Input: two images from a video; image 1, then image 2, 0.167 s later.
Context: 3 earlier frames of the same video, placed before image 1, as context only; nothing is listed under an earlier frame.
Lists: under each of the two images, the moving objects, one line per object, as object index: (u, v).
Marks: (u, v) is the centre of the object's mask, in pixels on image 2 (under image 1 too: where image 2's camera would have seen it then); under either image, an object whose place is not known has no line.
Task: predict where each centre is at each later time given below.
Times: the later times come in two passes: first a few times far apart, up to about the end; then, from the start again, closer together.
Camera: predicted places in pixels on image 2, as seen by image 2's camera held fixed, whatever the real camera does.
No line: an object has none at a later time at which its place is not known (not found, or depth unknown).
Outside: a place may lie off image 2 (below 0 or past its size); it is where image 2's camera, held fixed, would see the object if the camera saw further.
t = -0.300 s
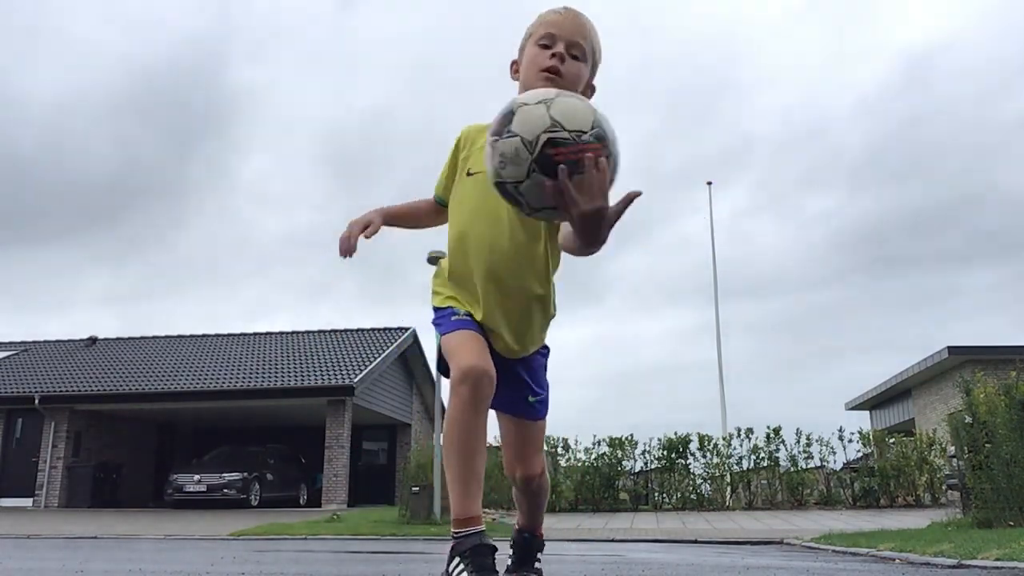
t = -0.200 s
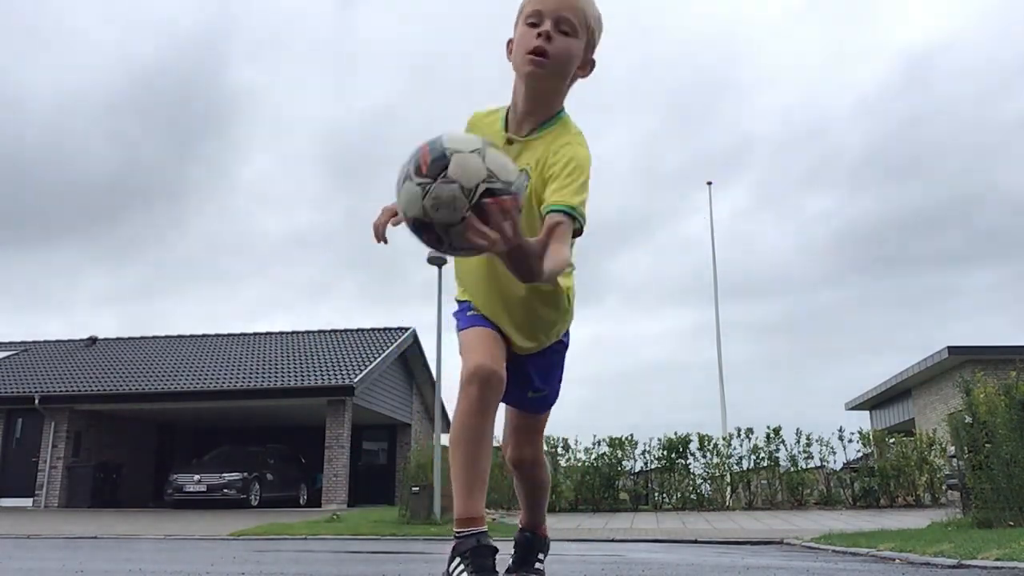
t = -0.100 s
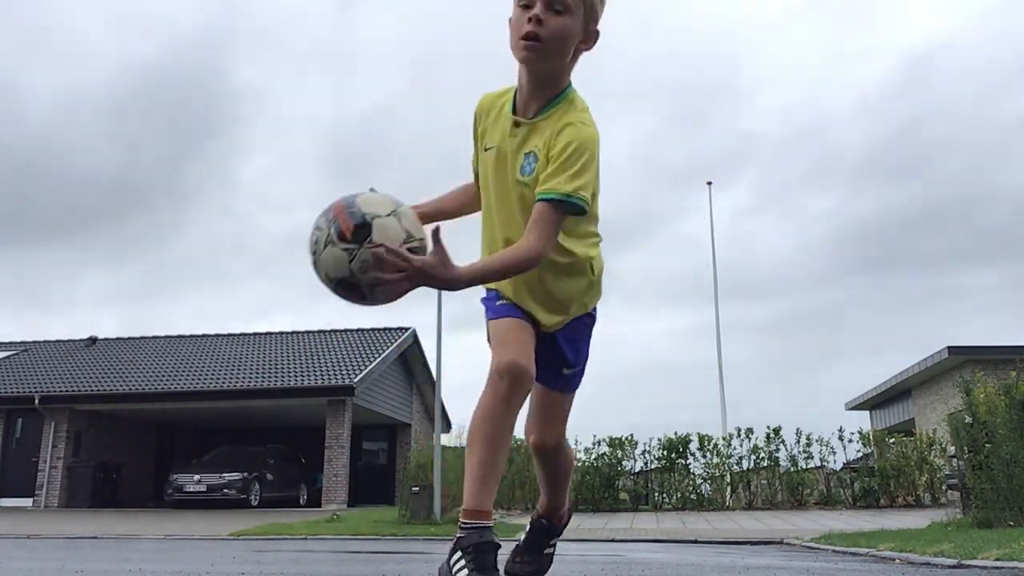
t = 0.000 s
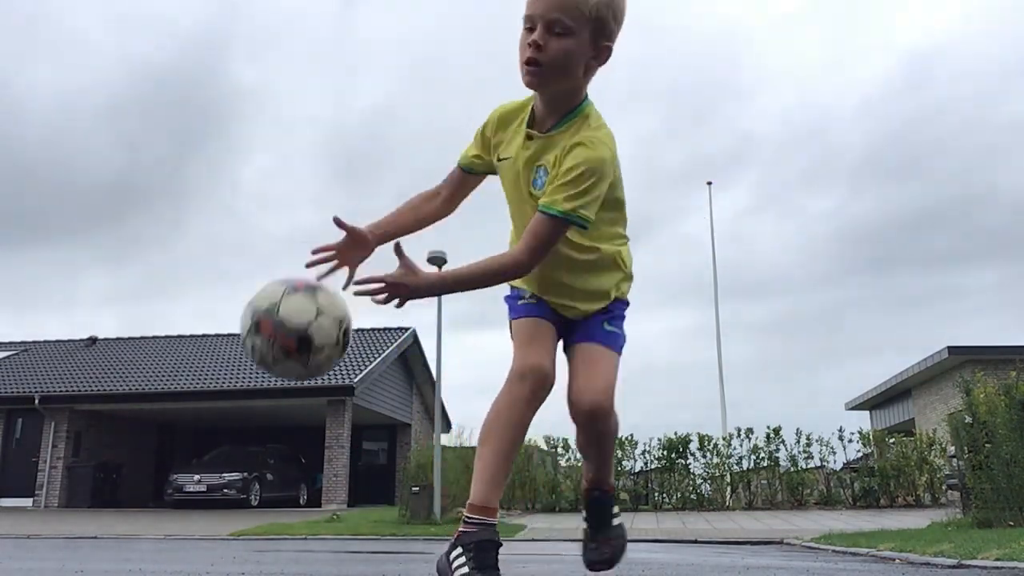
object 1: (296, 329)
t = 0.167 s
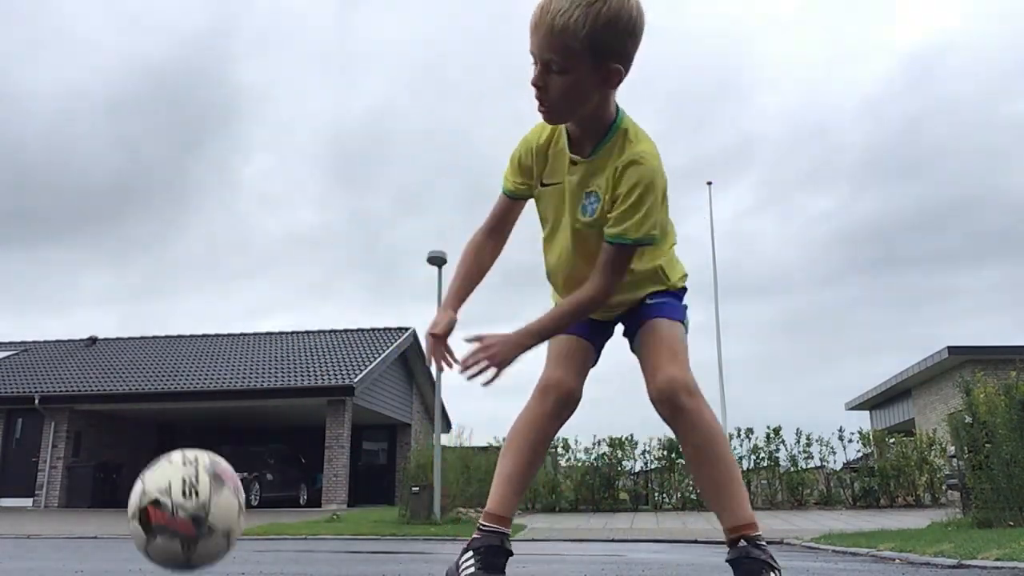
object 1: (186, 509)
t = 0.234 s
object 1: (166, 417)
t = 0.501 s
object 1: (69, 307)
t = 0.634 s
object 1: (31, 386)
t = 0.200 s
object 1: (176, 459)
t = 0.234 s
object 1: (166, 417)
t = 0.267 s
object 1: (156, 382)
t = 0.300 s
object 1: (145, 353)
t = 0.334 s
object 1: (134, 331)
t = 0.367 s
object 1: (122, 316)
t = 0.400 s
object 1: (109, 305)
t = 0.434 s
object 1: (97, 301)
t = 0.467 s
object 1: (83, 301)
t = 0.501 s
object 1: (69, 307)
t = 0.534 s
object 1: (55, 319)
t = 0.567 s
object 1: (45, 336)
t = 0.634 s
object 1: (31, 386)
